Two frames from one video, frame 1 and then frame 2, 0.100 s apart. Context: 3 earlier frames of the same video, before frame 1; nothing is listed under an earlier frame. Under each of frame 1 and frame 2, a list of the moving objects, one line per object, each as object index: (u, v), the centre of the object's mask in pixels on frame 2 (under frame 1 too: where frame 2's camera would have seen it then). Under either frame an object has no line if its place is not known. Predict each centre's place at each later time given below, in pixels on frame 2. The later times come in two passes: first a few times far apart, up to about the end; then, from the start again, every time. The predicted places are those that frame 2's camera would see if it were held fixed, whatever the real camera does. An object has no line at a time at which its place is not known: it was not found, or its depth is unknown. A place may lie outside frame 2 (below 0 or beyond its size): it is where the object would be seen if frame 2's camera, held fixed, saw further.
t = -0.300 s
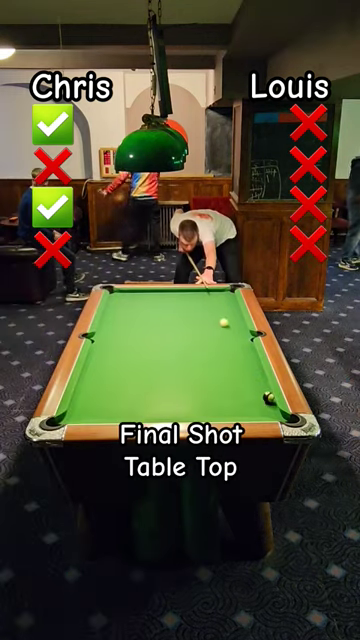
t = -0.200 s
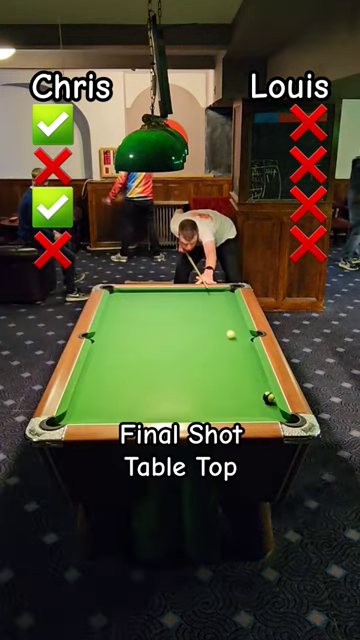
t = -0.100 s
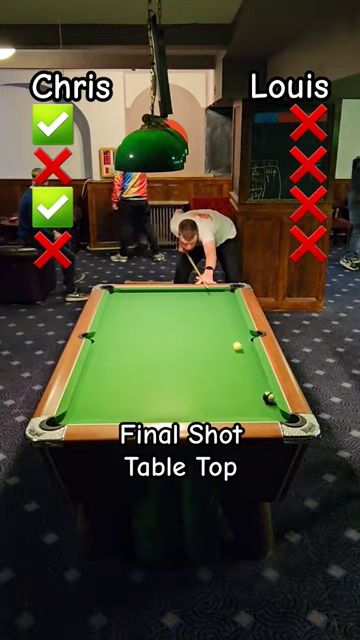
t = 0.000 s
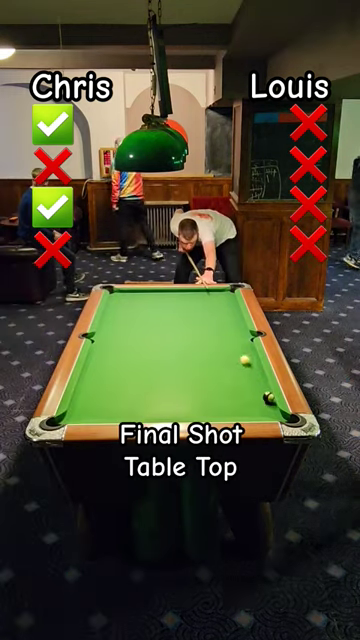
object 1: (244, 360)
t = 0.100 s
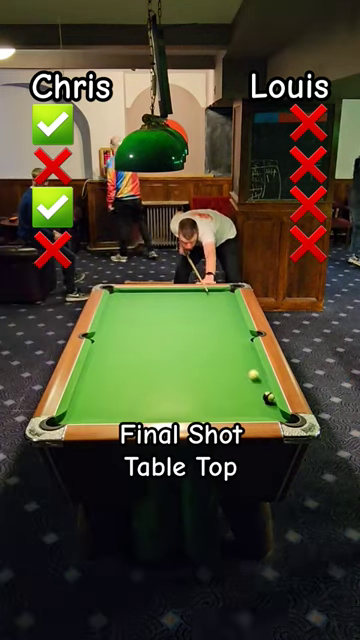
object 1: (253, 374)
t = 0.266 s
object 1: (260, 392)
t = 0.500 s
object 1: (255, 400)
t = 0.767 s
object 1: (231, 398)
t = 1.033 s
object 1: (210, 397)
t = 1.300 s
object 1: (190, 395)
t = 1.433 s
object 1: (181, 394)
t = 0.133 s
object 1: (256, 380)
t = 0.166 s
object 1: (260, 386)
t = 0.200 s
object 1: (262, 391)
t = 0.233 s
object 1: (261, 392)
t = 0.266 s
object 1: (260, 392)
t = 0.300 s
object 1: (259, 393)
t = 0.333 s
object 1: (258, 394)
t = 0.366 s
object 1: (258, 395)
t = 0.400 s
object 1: (257, 397)
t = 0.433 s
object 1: (256, 398)
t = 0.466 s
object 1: (256, 399)
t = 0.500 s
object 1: (255, 400)
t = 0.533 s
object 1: (253, 401)
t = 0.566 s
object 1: (249, 400)
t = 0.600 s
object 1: (246, 399)
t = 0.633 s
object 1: (243, 399)
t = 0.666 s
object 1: (240, 399)
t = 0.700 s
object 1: (237, 399)
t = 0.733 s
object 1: (234, 399)
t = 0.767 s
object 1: (231, 398)
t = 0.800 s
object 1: (229, 398)
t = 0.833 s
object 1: (226, 398)
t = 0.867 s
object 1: (223, 398)
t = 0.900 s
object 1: (220, 397)
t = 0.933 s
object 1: (218, 397)
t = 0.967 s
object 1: (215, 397)
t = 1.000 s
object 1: (212, 397)
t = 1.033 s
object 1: (210, 397)
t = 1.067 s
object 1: (207, 396)
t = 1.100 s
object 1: (205, 396)
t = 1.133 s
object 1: (202, 396)
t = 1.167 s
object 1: (200, 395)
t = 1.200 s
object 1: (197, 395)
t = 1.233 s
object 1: (195, 395)
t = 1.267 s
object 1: (192, 395)
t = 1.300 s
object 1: (190, 395)
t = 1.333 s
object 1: (188, 395)
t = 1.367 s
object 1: (186, 395)
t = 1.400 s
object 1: (183, 394)
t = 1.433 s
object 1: (181, 394)
